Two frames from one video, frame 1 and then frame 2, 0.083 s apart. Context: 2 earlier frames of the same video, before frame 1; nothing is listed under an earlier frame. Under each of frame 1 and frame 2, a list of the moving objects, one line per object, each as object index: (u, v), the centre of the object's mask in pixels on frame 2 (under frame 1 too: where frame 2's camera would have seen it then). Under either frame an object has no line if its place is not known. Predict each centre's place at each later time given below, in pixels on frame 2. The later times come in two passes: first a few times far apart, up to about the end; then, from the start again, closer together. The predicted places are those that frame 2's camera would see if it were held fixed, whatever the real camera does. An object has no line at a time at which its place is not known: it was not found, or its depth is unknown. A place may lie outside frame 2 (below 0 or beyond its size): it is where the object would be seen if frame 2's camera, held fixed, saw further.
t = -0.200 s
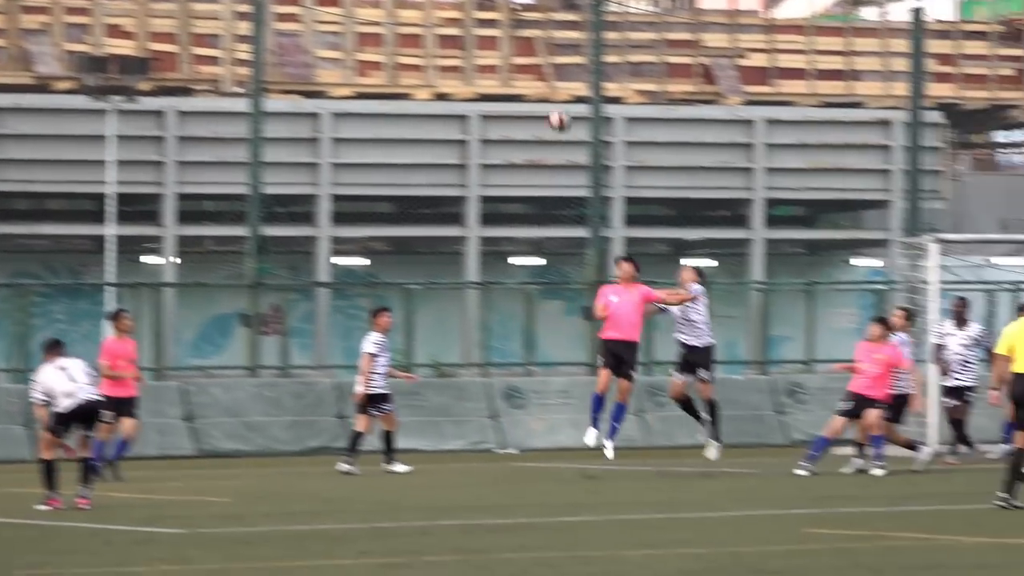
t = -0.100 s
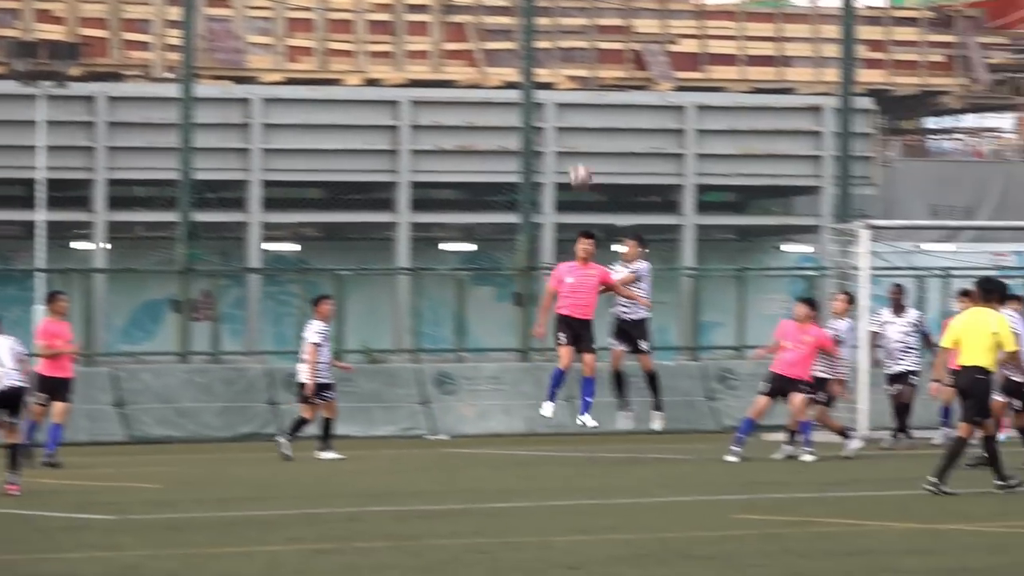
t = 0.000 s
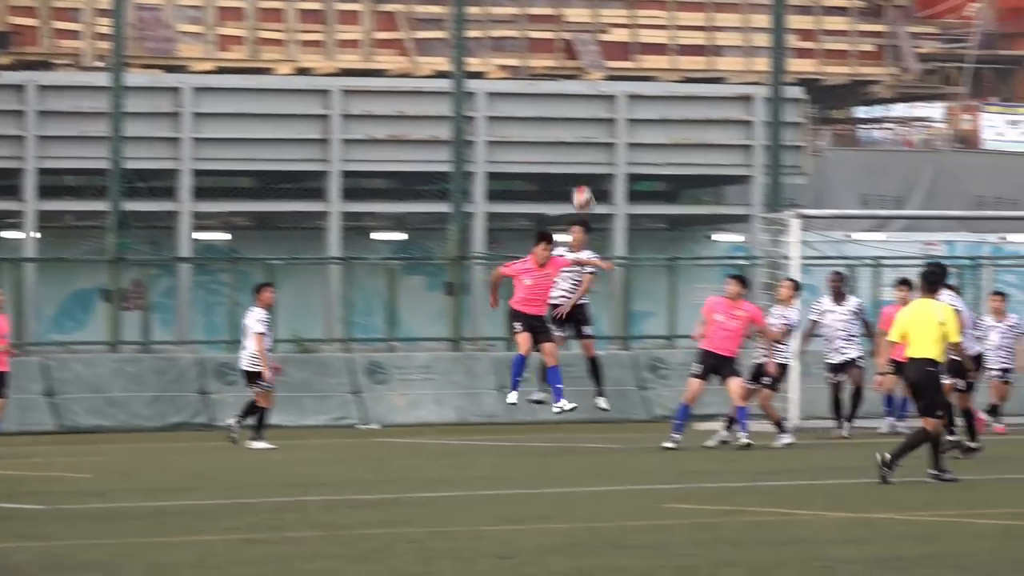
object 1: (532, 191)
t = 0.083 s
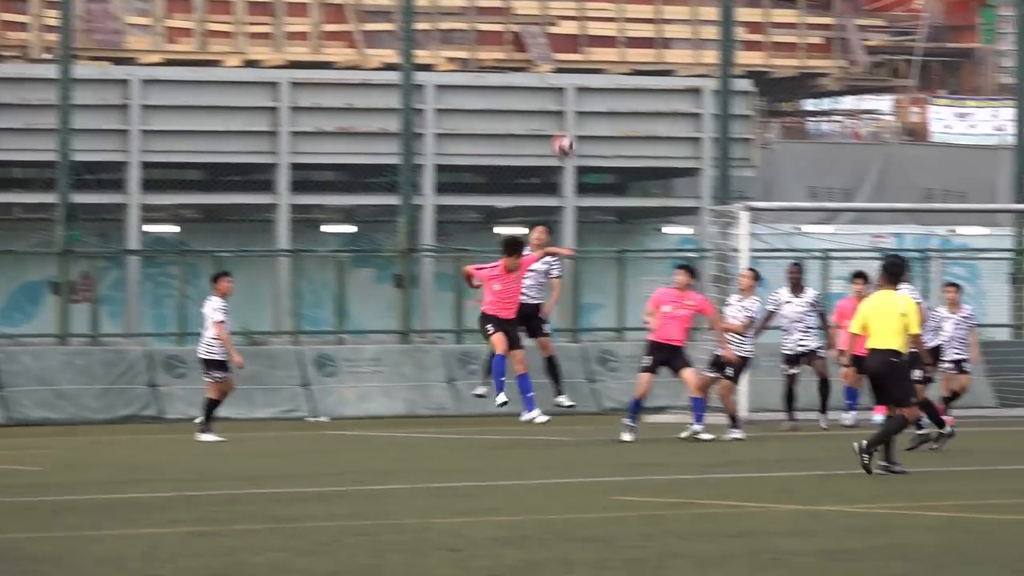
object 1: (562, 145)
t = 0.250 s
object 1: (625, 74)
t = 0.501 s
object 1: (727, 21)
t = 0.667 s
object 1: (798, 26)
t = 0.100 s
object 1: (568, 137)
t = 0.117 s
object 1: (574, 130)
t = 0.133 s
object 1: (582, 122)
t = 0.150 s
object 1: (587, 113)
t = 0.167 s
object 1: (594, 106)
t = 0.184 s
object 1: (600, 98)
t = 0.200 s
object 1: (607, 93)
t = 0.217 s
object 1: (613, 85)
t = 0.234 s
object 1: (620, 80)
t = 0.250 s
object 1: (625, 74)
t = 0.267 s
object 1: (632, 69)
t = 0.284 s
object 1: (638, 64)
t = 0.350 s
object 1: (665, 44)
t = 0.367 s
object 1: (672, 41)
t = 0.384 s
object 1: (679, 37)
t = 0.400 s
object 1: (685, 35)
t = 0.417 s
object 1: (692, 32)
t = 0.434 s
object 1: (699, 28)
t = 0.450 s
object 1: (706, 25)
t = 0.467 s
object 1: (713, 23)
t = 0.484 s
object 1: (719, 22)
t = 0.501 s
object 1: (727, 21)
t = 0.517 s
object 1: (734, 20)
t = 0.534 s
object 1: (741, 20)
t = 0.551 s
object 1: (748, 20)
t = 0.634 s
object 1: (783, 22)
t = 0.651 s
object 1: (791, 24)
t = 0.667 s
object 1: (798, 26)
